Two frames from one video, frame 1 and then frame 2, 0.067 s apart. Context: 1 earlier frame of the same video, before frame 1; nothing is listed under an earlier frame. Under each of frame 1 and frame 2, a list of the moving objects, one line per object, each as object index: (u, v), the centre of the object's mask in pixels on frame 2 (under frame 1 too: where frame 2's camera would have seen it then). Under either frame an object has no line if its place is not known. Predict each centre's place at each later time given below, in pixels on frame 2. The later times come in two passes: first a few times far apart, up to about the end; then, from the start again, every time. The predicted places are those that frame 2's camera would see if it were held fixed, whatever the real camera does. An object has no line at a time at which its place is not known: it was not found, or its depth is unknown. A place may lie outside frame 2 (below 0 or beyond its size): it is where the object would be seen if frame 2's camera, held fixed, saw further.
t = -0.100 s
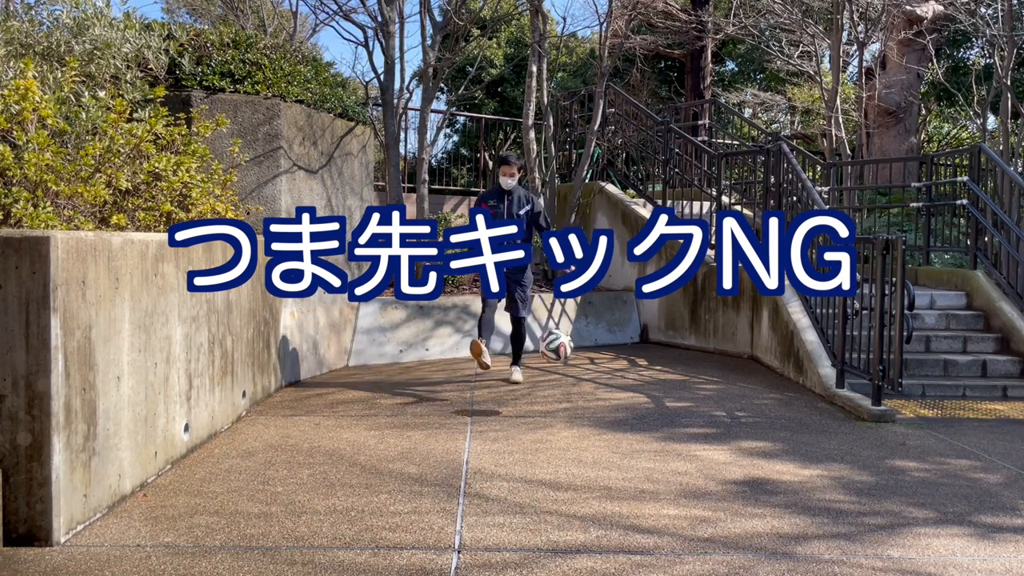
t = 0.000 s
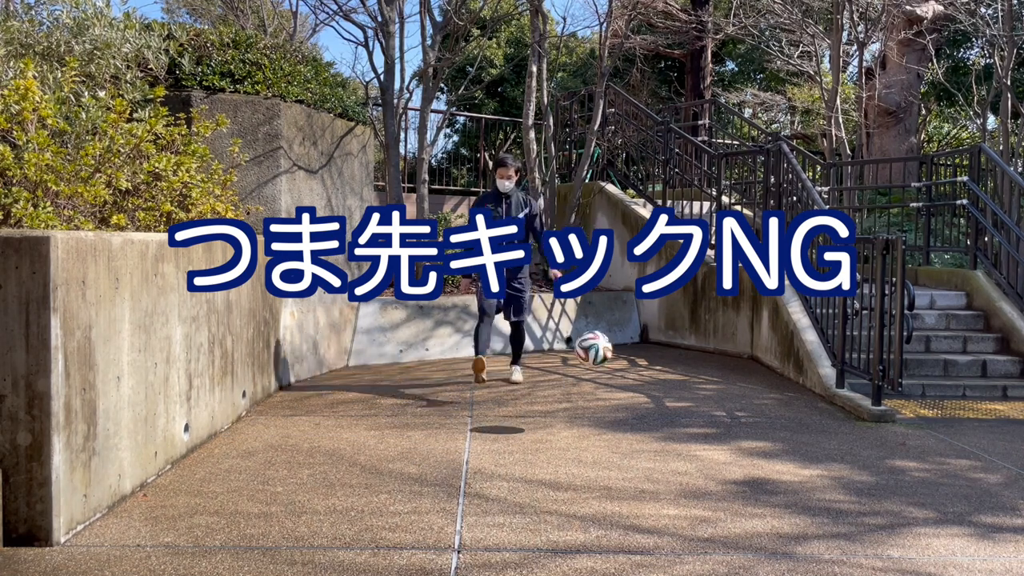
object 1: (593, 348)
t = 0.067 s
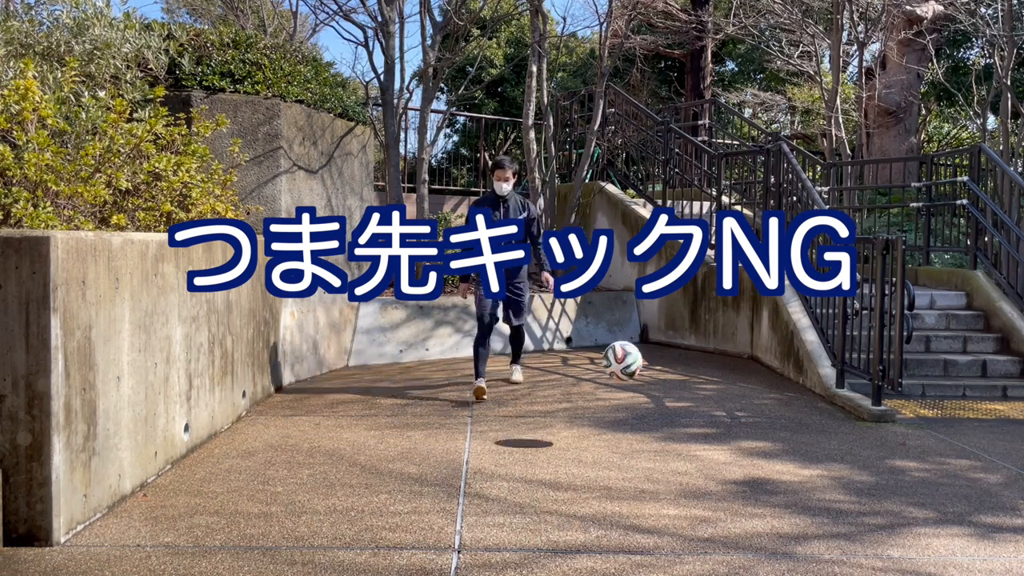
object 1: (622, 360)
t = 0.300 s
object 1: (757, 477)
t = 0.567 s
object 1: (906, 454)
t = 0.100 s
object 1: (638, 370)
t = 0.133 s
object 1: (655, 382)
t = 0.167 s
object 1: (672, 397)
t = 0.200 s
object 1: (692, 415)
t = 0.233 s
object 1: (713, 436)
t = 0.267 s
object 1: (736, 462)
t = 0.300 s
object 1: (757, 477)
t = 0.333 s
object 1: (773, 465)
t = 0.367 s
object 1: (790, 456)
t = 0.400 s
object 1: (807, 449)
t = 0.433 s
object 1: (826, 445)
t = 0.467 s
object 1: (844, 443)
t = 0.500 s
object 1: (864, 444)
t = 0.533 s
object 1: (884, 447)
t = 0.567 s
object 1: (906, 454)
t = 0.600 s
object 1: (928, 464)
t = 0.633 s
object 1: (952, 478)
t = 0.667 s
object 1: (975, 495)
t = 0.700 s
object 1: (996, 516)
